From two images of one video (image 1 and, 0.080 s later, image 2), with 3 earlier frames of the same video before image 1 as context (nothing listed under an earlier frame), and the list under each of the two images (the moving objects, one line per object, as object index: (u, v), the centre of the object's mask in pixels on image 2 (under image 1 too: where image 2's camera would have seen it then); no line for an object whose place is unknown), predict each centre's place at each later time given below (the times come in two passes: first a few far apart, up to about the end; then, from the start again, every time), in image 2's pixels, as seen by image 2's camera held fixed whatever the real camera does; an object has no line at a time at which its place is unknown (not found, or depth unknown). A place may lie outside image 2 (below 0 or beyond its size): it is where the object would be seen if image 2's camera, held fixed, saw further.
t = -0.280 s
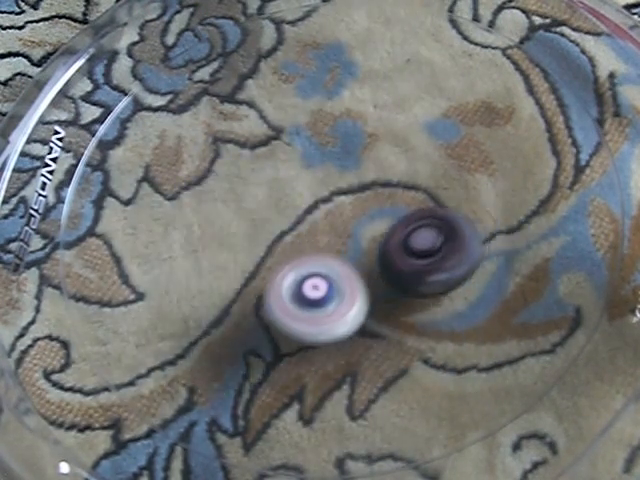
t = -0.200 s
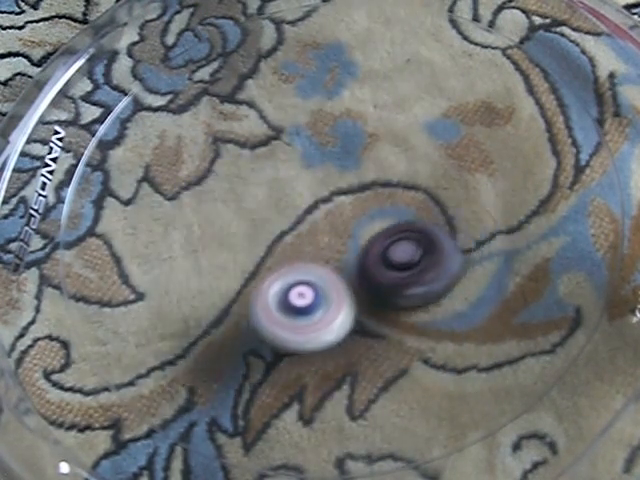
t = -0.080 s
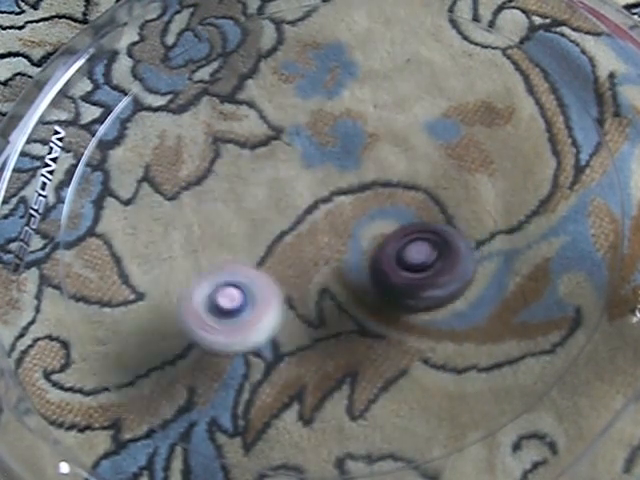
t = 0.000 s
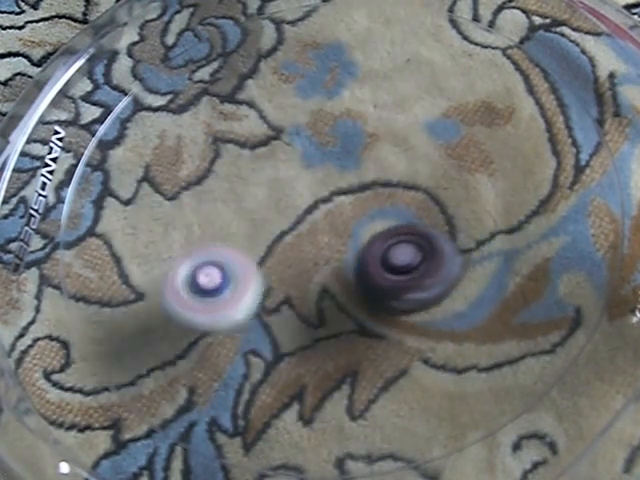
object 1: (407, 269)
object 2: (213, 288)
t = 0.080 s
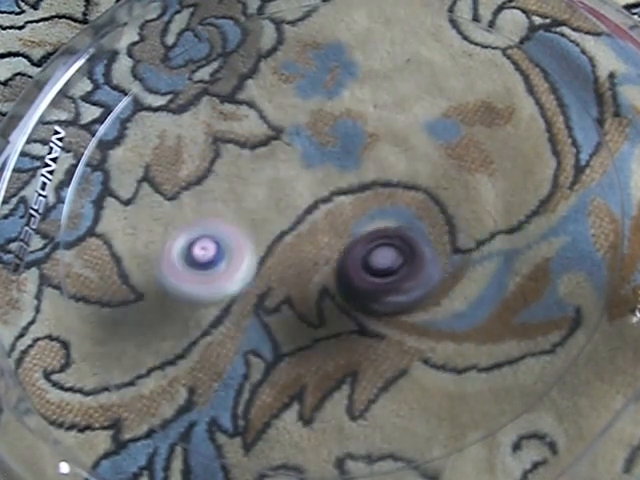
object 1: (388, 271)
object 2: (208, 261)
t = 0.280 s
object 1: (338, 283)
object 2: (251, 199)
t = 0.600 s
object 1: (277, 295)
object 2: (388, 186)
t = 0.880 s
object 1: (253, 287)
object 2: (443, 256)
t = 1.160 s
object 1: (249, 254)
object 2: (371, 301)
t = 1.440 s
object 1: (202, 173)
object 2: (351, 302)
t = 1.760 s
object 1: (198, 165)
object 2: (332, 235)
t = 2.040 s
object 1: (256, 152)
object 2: (388, 180)
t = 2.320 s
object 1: (330, 135)
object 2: (432, 189)
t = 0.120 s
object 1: (377, 274)
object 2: (211, 247)
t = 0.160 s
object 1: (366, 276)
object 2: (217, 234)
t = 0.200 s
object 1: (358, 277)
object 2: (225, 220)
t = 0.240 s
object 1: (348, 281)
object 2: (237, 209)
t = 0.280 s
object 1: (338, 283)
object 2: (251, 199)
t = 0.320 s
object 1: (330, 285)
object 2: (267, 191)
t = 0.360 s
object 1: (321, 287)
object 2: (283, 183)
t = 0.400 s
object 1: (312, 289)
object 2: (300, 179)
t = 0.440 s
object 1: (305, 291)
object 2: (319, 177)
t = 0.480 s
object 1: (296, 292)
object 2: (337, 176)
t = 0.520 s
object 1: (289, 294)
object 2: (356, 177)
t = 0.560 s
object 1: (283, 295)
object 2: (372, 181)
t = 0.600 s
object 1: (277, 295)
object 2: (388, 186)
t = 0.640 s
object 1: (272, 295)
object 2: (403, 192)
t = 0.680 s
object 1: (267, 295)
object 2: (416, 201)
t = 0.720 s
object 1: (263, 295)
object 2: (427, 210)
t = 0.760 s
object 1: (259, 294)
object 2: (435, 220)
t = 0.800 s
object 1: (256, 292)
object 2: (440, 232)
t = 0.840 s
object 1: (254, 290)
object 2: (444, 244)
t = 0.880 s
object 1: (253, 287)
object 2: (443, 256)
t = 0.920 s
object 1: (252, 284)
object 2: (440, 267)
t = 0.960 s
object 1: (251, 280)
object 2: (434, 278)
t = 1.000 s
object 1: (250, 276)
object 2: (425, 288)
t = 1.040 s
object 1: (249, 271)
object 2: (413, 295)
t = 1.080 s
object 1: (250, 266)
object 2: (401, 300)
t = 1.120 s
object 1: (249, 260)
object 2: (386, 302)
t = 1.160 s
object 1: (249, 254)
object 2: (371, 301)
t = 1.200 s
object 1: (249, 247)
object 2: (357, 298)
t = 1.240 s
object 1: (250, 241)
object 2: (344, 292)
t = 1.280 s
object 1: (243, 226)
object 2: (342, 292)
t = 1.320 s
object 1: (225, 201)
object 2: (357, 302)
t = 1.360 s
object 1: (215, 185)
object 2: (362, 304)
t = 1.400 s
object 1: (208, 177)
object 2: (358, 304)
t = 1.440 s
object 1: (202, 173)
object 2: (351, 302)
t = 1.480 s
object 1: (196, 170)
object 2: (342, 298)
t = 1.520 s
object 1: (191, 168)
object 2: (335, 292)
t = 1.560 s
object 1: (188, 166)
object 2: (329, 284)
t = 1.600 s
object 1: (185, 165)
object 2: (326, 275)
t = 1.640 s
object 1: (187, 166)
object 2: (325, 266)
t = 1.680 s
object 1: (191, 168)
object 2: (325, 256)
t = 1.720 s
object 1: (194, 168)
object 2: (328, 245)
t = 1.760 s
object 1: (198, 165)
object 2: (332, 235)
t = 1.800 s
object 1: (205, 163)
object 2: (337, 224)
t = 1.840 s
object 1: (211, 161)
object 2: (343, 214)
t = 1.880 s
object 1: (219, 159)
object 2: (351, 205)
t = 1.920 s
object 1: (226, 158)
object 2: (359, 197)
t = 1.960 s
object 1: (235, 156)
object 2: (369, 189)
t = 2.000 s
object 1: (246, 154)
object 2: (379, 184)
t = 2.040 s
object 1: (256, 152)
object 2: (388, 180)
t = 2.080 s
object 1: (268, 150)
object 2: (398, 177)
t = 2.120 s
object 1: (279, 147)
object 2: (407, 175)
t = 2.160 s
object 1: (290, 145)
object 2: (413, 176)
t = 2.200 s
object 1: (301, 142)
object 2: (421, 178)
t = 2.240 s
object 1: (312, 140)
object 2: (427, 181)
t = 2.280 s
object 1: (321, 137)
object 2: (430, 184)
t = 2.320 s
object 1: (330, 135)
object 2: (432, 189)
